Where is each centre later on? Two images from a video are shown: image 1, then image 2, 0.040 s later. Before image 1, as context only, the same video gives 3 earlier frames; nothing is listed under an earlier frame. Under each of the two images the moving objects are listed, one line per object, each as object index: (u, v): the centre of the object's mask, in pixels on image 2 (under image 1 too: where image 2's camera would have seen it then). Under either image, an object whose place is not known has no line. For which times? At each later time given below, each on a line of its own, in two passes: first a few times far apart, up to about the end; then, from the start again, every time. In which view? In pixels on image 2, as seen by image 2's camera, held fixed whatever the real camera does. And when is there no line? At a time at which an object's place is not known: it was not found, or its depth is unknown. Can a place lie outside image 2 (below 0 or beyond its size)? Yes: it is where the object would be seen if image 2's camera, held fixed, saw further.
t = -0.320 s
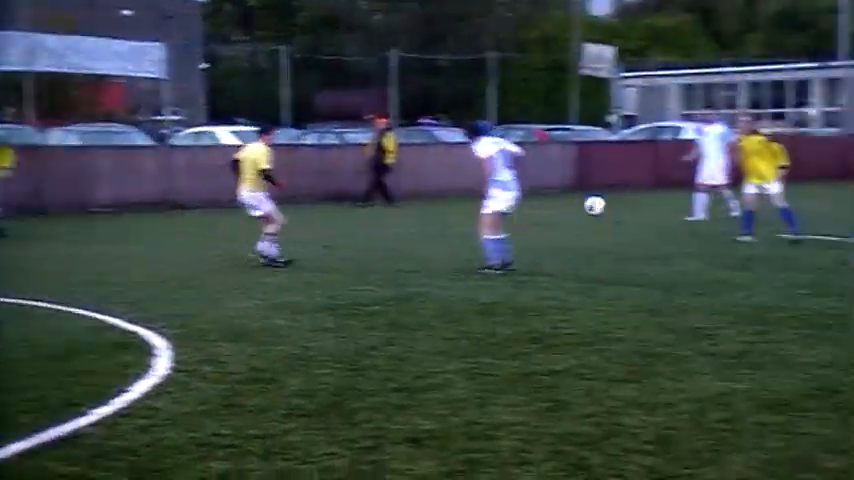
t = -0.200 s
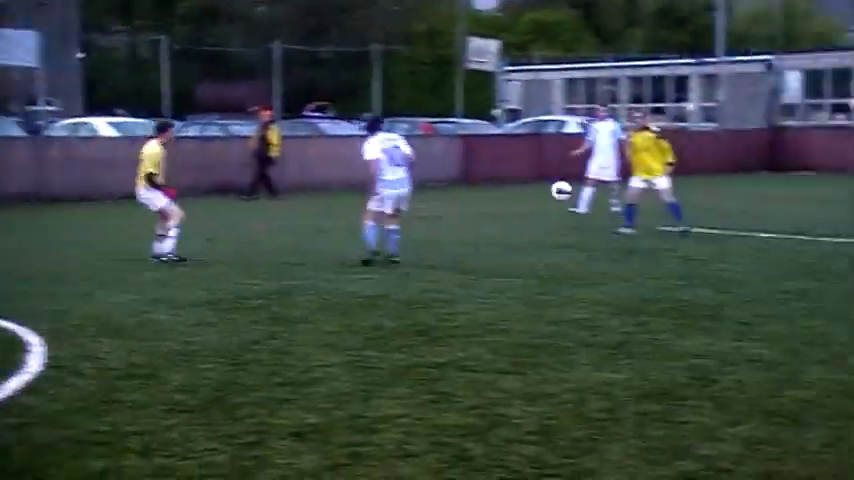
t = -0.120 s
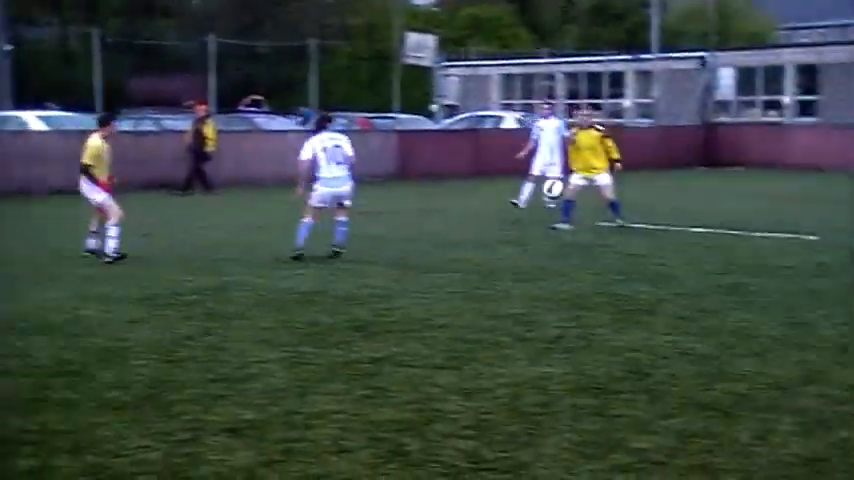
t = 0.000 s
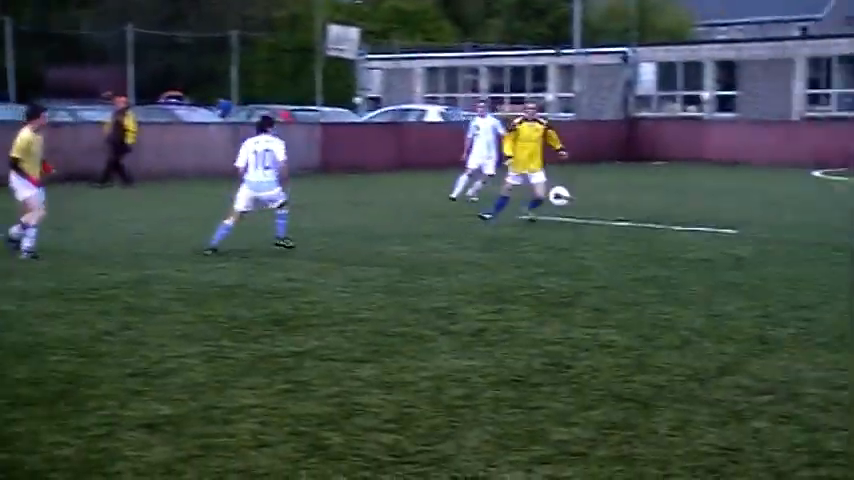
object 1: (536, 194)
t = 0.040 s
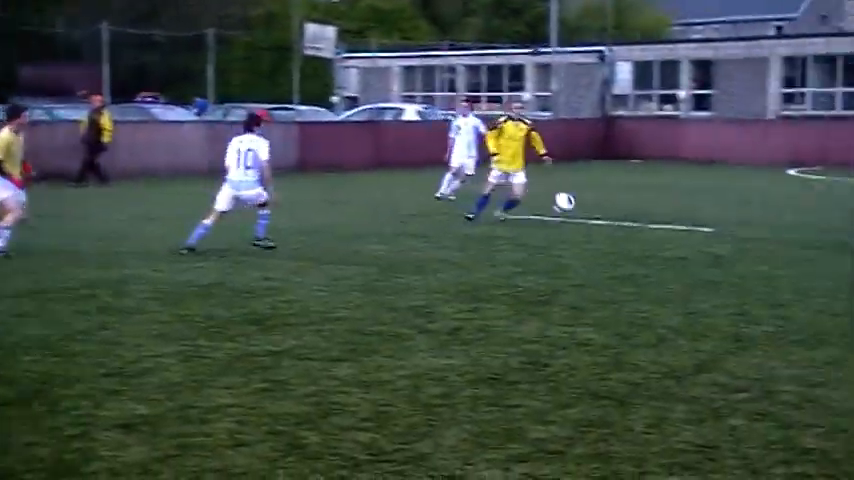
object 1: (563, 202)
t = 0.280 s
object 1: (715, 233)
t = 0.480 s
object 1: (816, 216)
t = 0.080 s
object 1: (591, 211)
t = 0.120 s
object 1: (618, 223)
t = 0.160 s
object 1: (646, 234)
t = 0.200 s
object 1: (674, 247)
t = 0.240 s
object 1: (695, 243)
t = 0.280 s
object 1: (715, 233)
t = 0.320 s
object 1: (736, 228)
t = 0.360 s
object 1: (755, 222)
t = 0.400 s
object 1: (775, 218)
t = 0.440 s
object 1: (796, 216)
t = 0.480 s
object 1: (816, 216)
